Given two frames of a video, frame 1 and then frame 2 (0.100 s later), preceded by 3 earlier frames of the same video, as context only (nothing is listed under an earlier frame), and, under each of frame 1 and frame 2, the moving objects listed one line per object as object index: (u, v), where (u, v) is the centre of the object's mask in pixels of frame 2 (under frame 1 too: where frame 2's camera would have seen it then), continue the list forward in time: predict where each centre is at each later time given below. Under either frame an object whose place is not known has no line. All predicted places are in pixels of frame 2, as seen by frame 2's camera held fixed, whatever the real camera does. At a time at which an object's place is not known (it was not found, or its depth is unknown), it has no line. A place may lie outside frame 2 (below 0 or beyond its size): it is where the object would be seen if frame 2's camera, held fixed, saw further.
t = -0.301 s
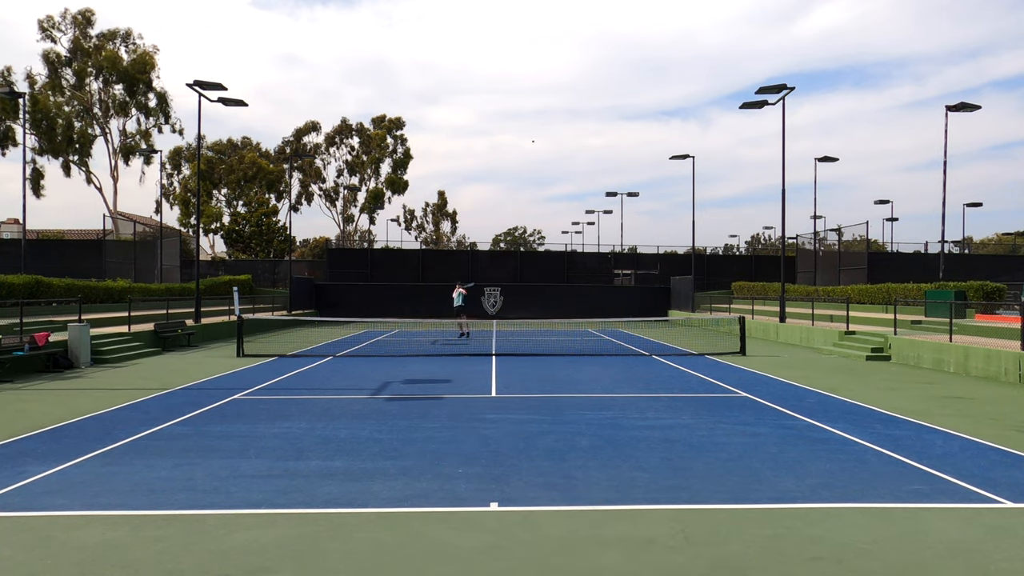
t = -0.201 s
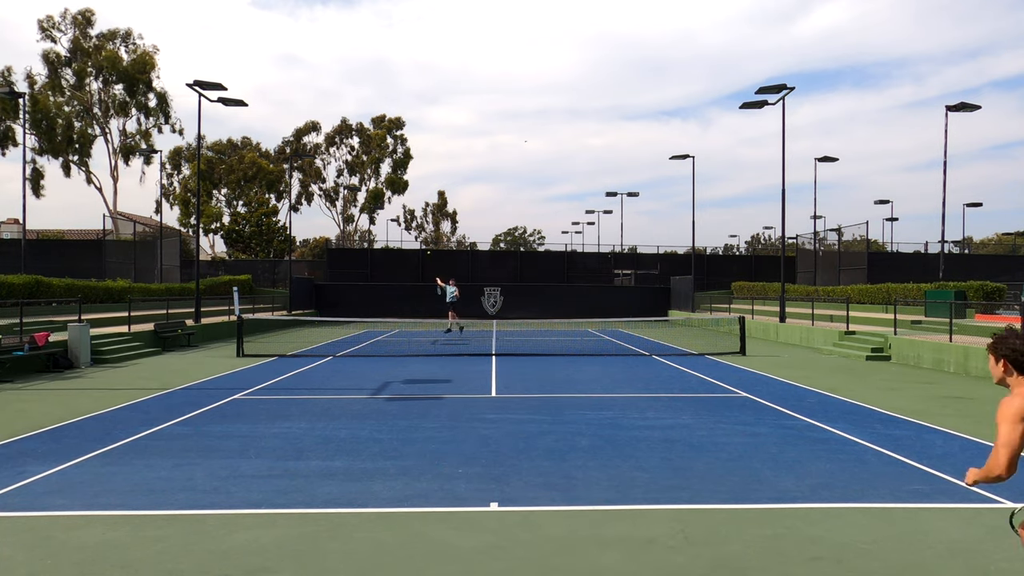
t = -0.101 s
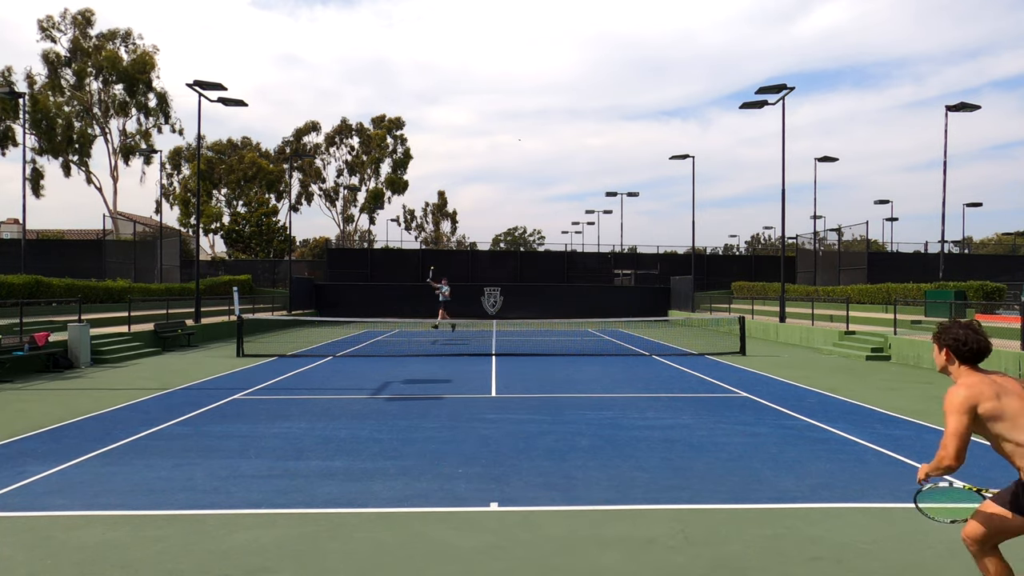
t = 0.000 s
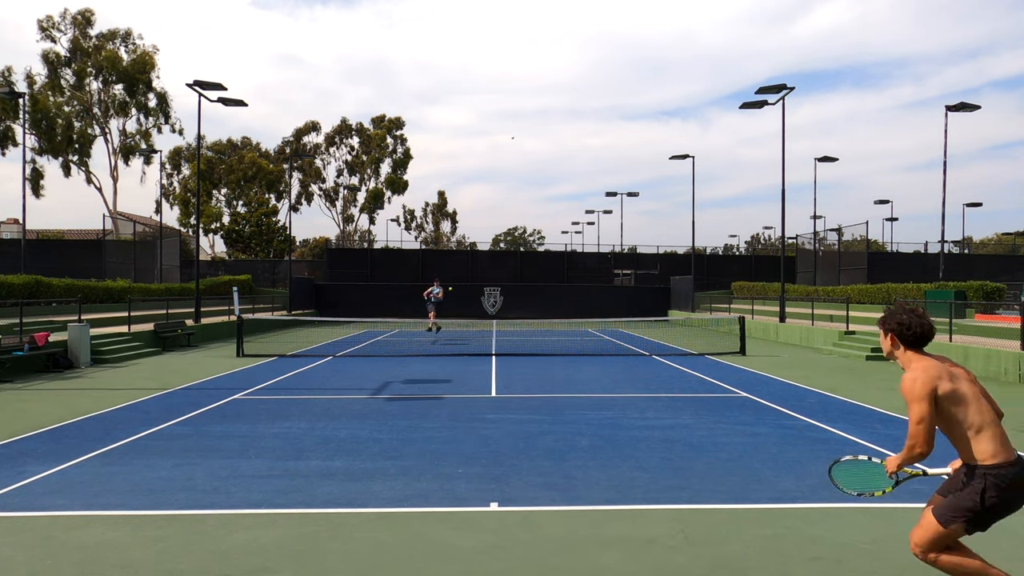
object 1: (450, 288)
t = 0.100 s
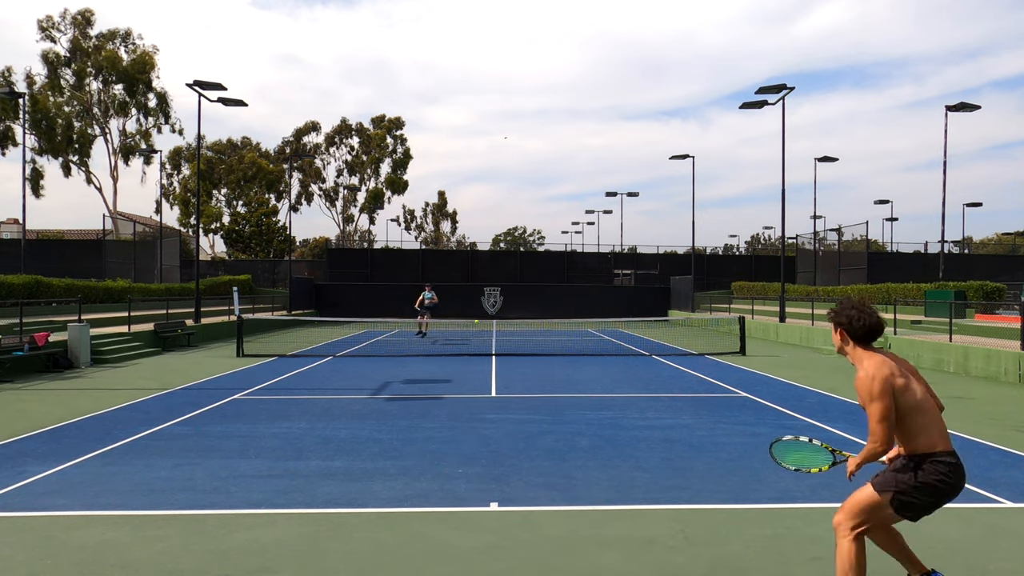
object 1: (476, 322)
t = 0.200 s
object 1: (515, 373)
